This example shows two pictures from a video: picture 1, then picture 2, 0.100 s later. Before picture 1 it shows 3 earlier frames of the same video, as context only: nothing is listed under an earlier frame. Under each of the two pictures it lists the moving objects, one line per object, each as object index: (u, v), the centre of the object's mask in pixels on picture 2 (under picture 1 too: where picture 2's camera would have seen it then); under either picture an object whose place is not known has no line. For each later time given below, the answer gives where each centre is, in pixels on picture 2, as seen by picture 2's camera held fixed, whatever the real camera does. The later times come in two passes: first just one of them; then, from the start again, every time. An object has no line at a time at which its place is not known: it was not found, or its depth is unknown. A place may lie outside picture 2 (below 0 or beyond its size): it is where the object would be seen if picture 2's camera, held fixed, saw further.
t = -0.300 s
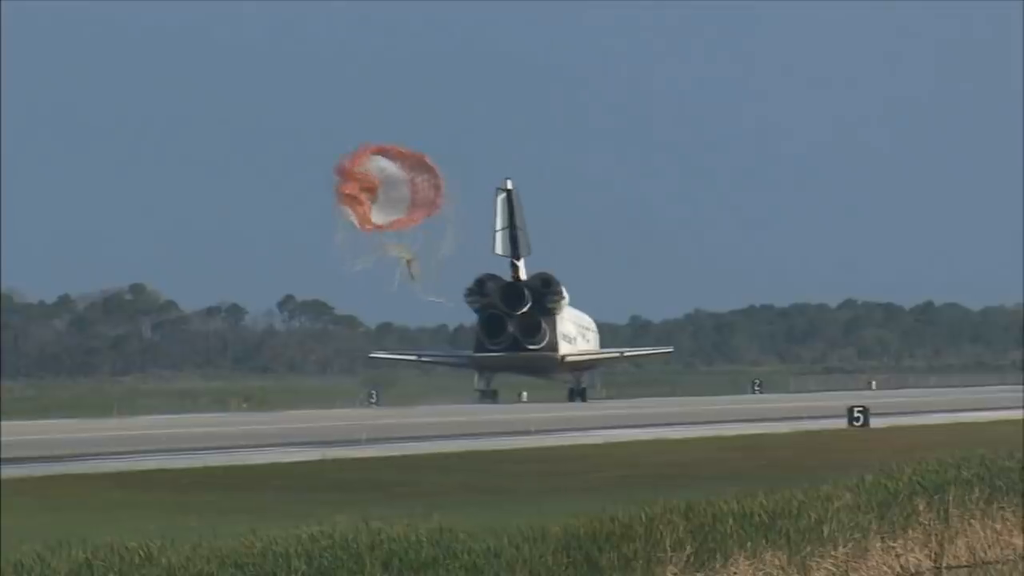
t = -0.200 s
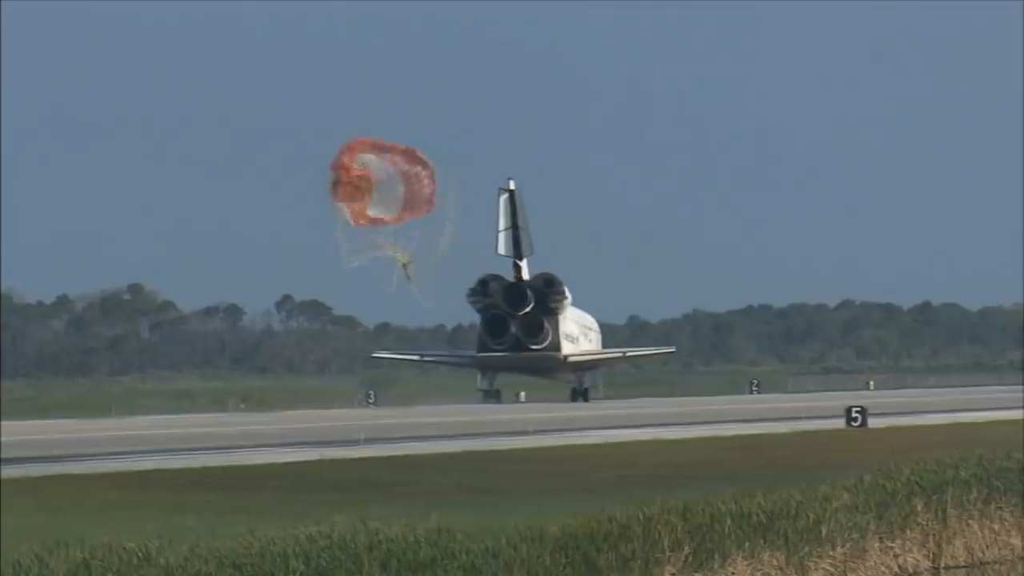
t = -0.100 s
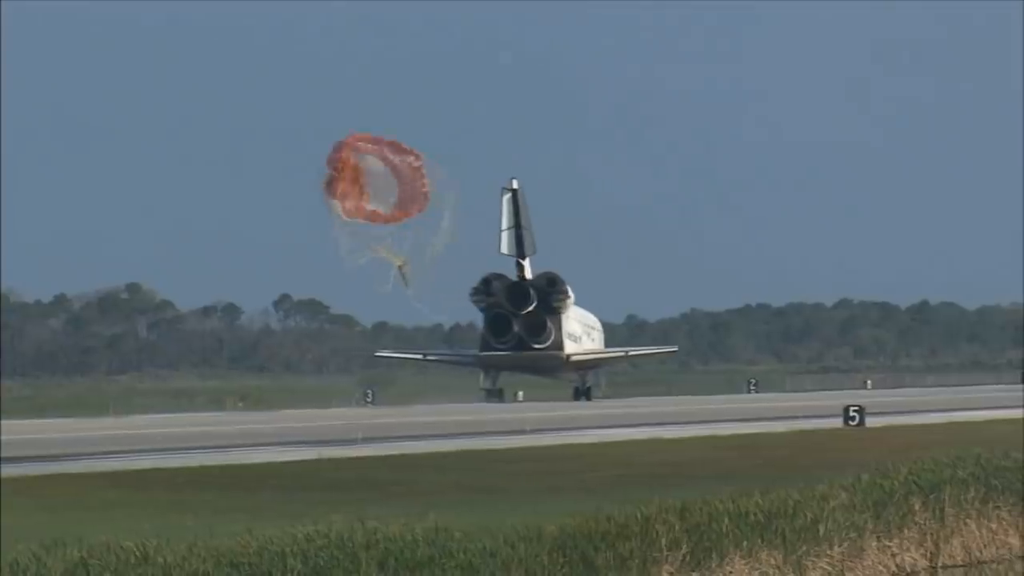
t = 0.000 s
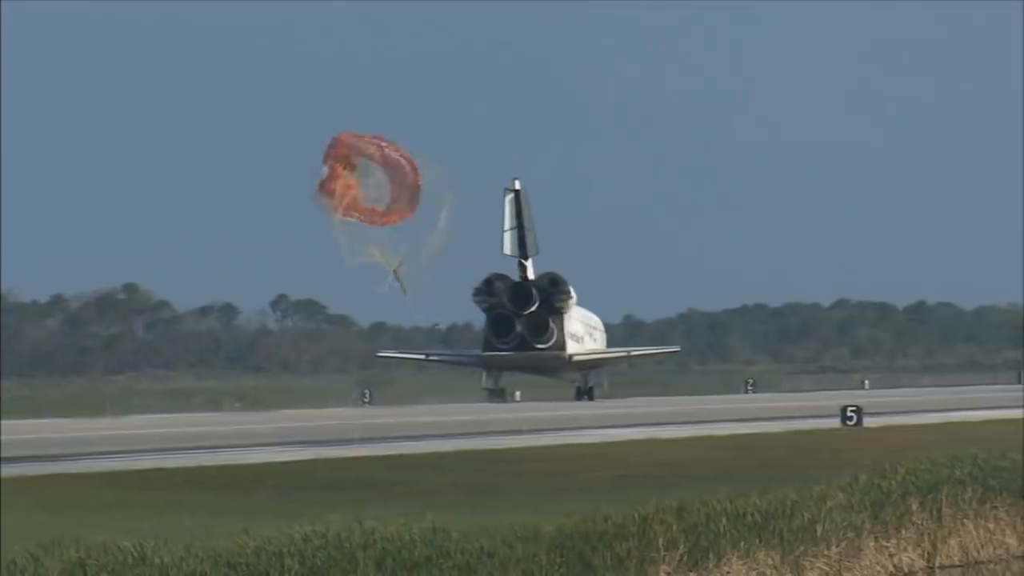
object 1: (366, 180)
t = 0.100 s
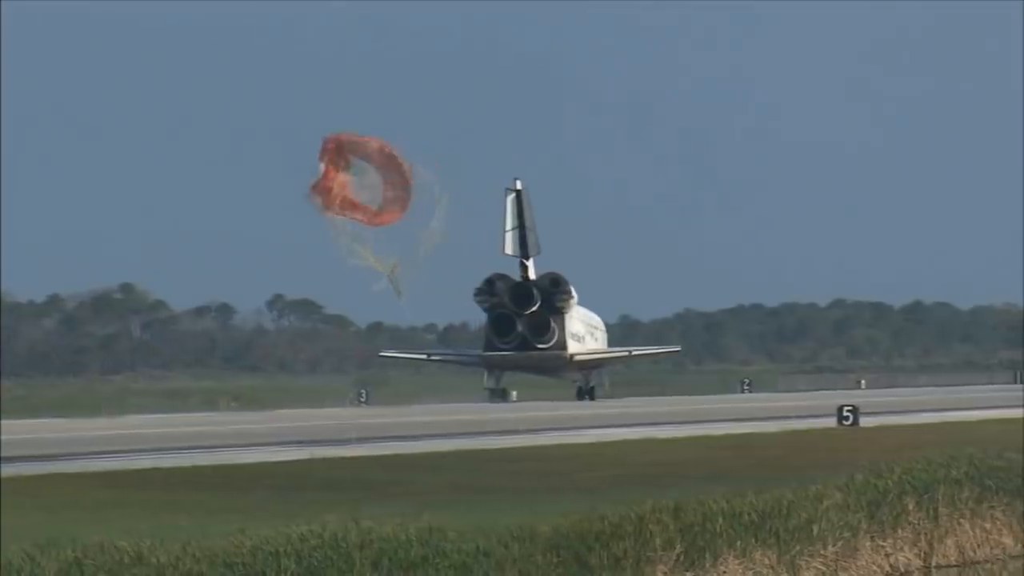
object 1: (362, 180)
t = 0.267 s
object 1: (352, 180)
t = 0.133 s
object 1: (361, 180)
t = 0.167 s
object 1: (360, 180)
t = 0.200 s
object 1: (357, 181)
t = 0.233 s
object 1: (353, 180)
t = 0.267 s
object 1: (352, 180)
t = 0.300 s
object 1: (352, 180)
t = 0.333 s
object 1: (351, 180)
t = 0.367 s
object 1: (348, 181)
